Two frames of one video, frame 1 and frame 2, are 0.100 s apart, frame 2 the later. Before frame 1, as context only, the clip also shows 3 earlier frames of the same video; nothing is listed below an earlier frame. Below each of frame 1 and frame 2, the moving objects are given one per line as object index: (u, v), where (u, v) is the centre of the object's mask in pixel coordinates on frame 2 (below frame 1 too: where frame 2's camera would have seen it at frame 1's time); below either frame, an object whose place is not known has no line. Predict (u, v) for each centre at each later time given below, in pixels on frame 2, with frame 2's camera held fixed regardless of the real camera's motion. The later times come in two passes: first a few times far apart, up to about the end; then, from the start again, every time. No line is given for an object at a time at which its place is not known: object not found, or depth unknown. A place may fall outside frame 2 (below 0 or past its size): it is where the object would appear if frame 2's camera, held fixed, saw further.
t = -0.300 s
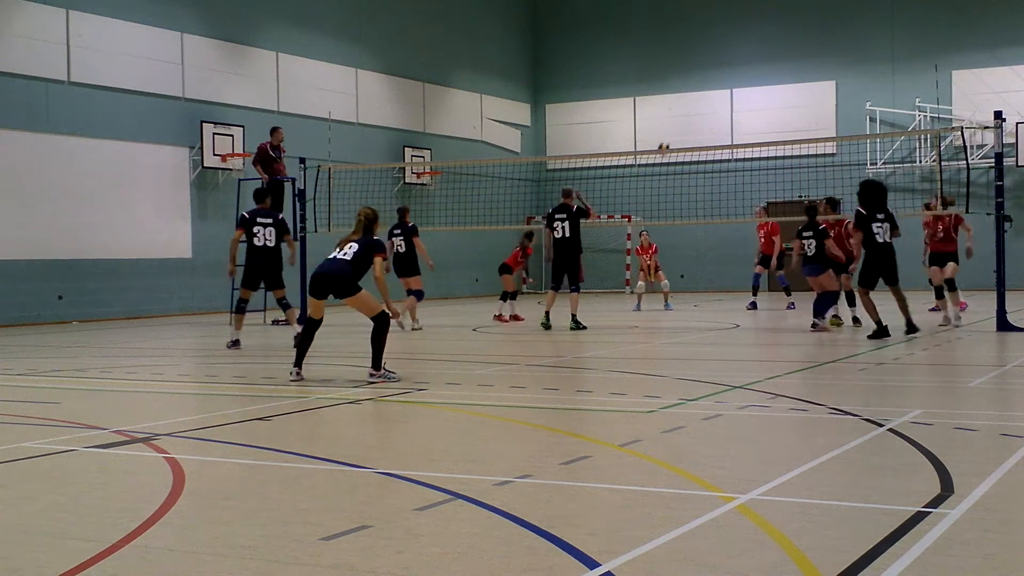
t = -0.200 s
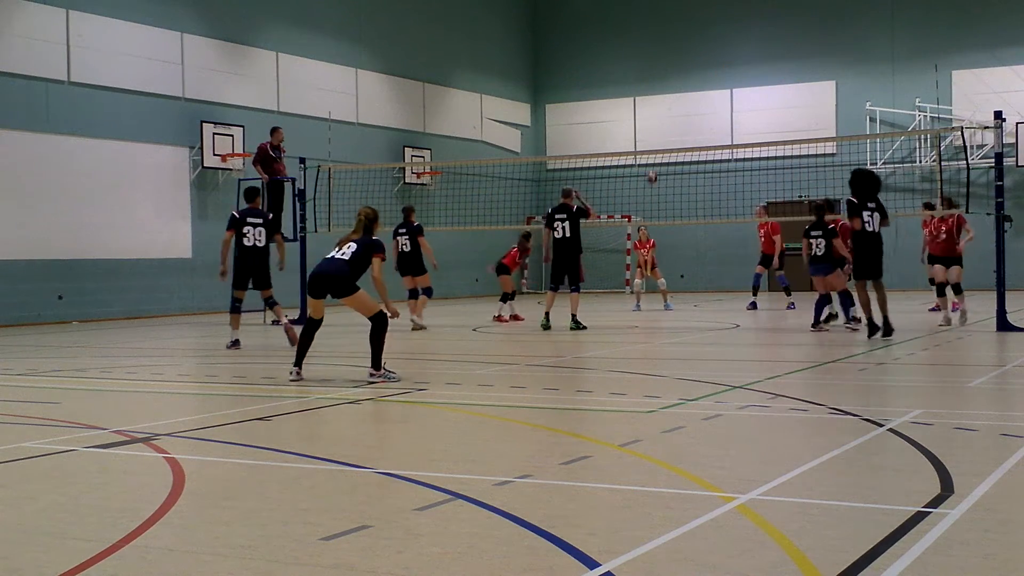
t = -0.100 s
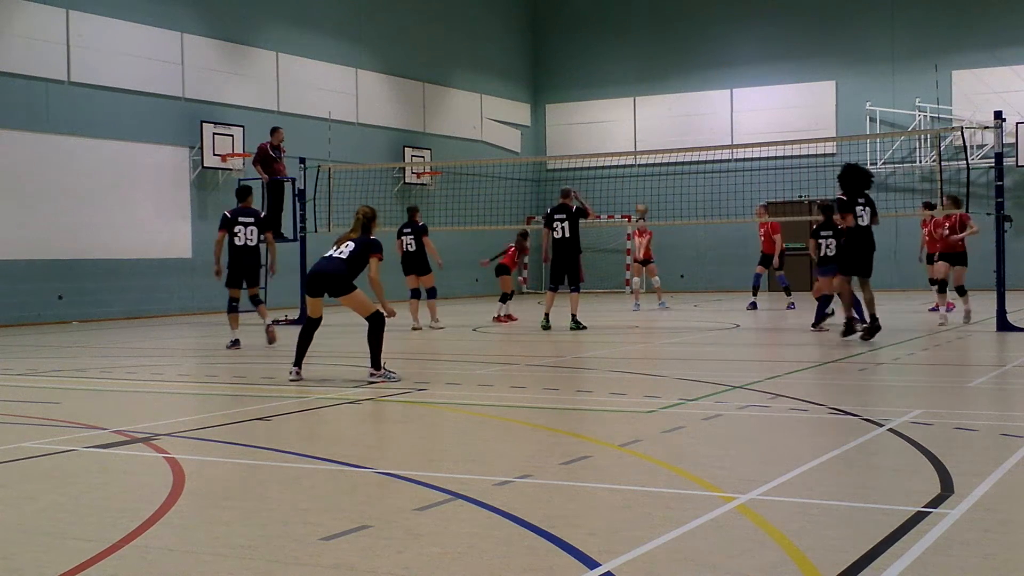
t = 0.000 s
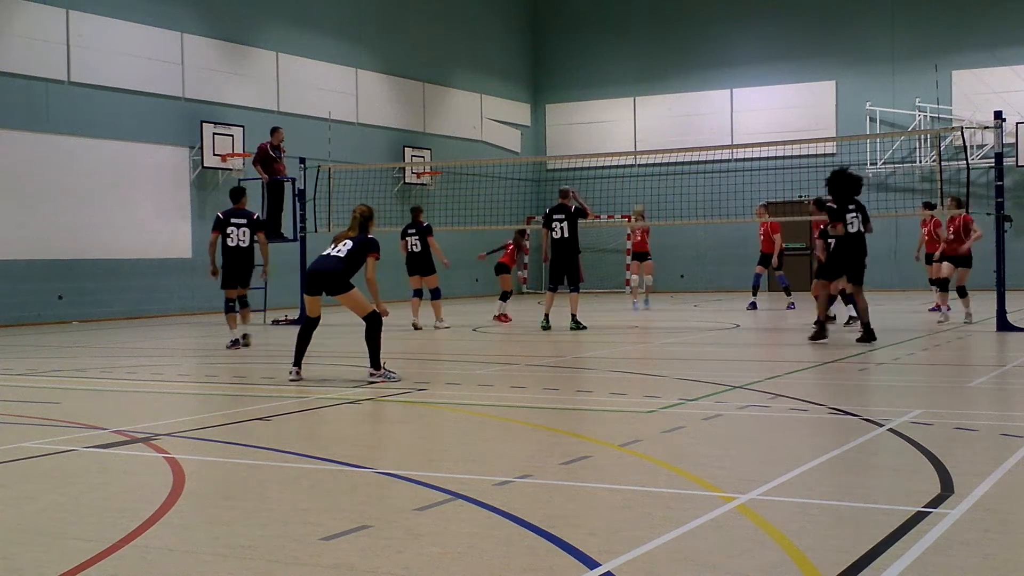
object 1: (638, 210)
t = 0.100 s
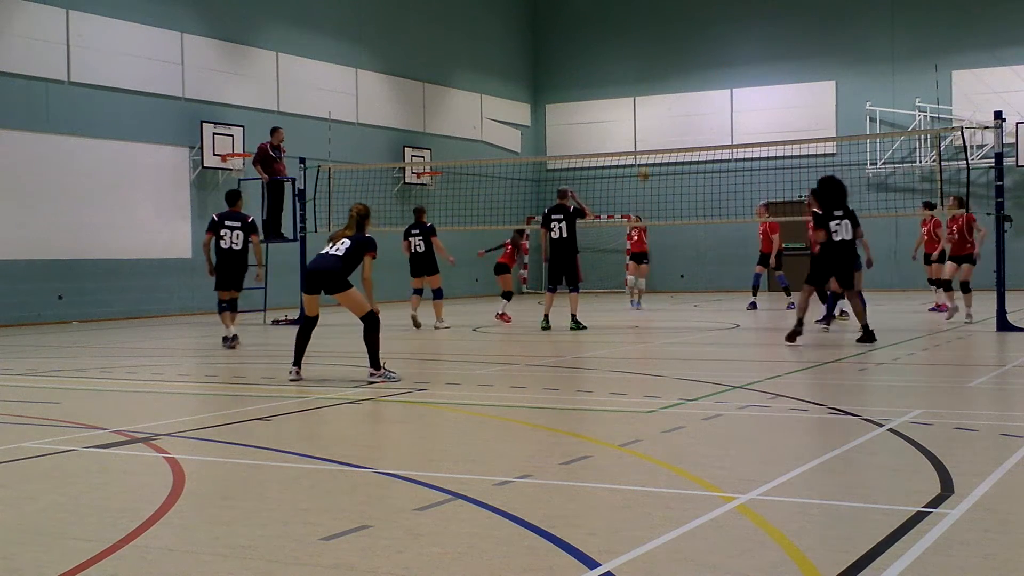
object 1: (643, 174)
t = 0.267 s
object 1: (653, 125)
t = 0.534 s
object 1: (667, 79)
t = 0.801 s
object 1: (681, 72)
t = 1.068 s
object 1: (695, 107)
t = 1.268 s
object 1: (706, 159)
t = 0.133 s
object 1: (645, 164)
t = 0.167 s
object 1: (647, 156)
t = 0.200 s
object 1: (649, 143)
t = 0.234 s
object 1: (651, 134)
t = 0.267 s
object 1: (653, 125)
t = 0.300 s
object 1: (654, 118)
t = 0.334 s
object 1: (656, 110)
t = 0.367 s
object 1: (658, 104)
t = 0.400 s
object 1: (660, 97)
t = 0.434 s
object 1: (661, 92)
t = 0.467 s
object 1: (663, 87)
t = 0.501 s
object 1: (665, 83)
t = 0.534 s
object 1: (667, 79)
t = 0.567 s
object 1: (669, 76)
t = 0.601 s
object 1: (670, 73)
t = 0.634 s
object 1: (672, 72)
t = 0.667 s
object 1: (674, 70)
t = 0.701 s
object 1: (676, 70)
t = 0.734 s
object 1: (677, 70)
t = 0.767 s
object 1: (679, 71)
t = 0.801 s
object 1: (681, 72)
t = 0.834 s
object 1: (683, 74)
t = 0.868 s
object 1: (685, 77)
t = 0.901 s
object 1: (687, 80)
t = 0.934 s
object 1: (688, 84)
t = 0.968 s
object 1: (690, 89)
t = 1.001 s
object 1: (692, 95)
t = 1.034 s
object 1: (694, 100)
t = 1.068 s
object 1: (695, 107)
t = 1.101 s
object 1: (697, 114)
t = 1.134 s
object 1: (699, 122)
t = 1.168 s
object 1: (701, 130)
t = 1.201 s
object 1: (703, 139)
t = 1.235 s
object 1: (704, 149)
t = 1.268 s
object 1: (706, 159)
